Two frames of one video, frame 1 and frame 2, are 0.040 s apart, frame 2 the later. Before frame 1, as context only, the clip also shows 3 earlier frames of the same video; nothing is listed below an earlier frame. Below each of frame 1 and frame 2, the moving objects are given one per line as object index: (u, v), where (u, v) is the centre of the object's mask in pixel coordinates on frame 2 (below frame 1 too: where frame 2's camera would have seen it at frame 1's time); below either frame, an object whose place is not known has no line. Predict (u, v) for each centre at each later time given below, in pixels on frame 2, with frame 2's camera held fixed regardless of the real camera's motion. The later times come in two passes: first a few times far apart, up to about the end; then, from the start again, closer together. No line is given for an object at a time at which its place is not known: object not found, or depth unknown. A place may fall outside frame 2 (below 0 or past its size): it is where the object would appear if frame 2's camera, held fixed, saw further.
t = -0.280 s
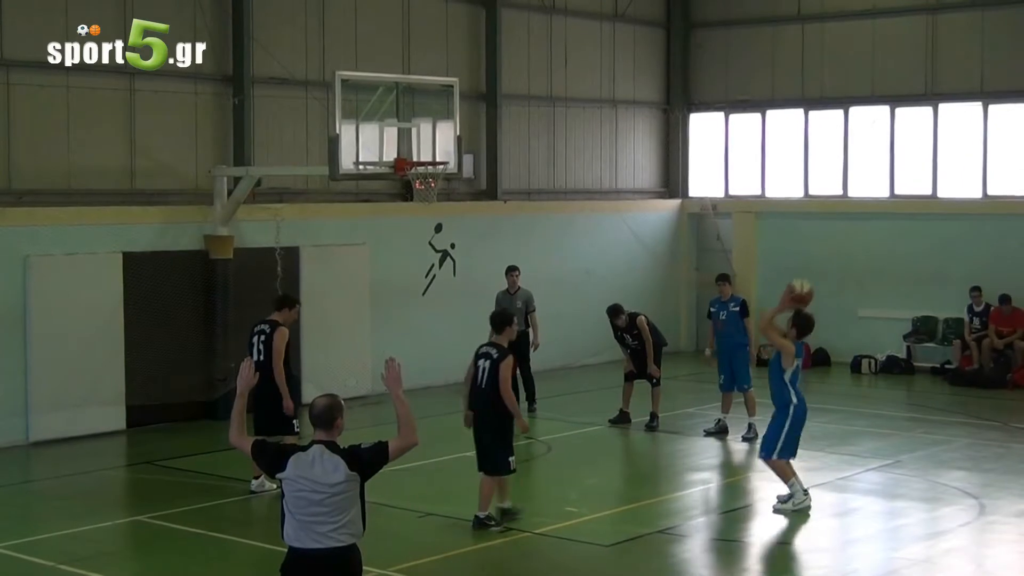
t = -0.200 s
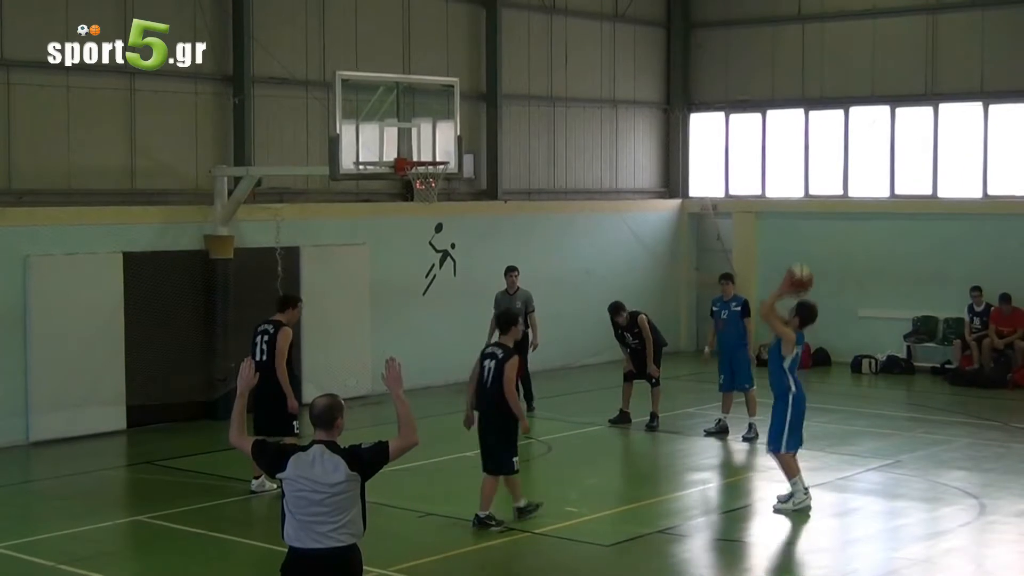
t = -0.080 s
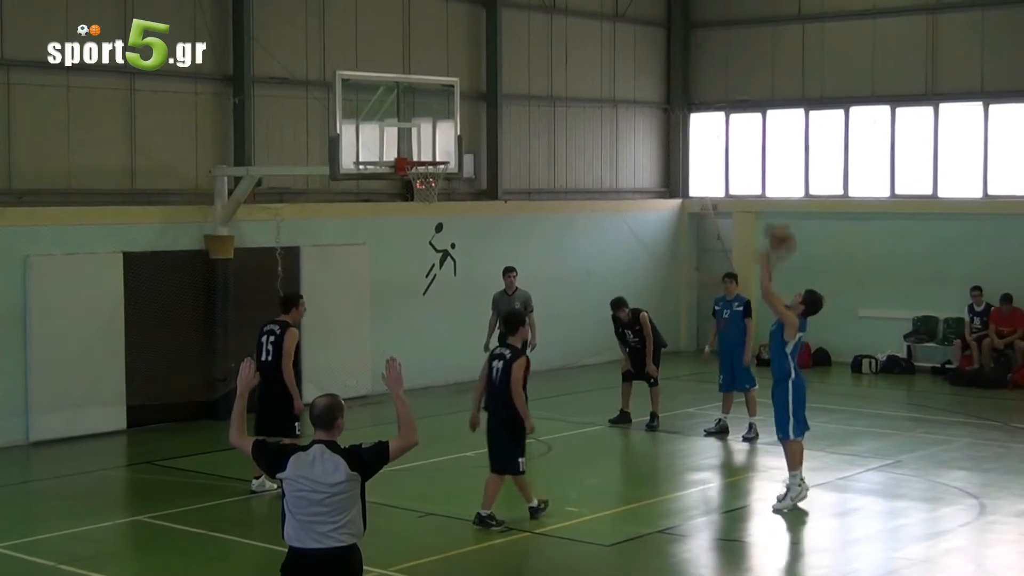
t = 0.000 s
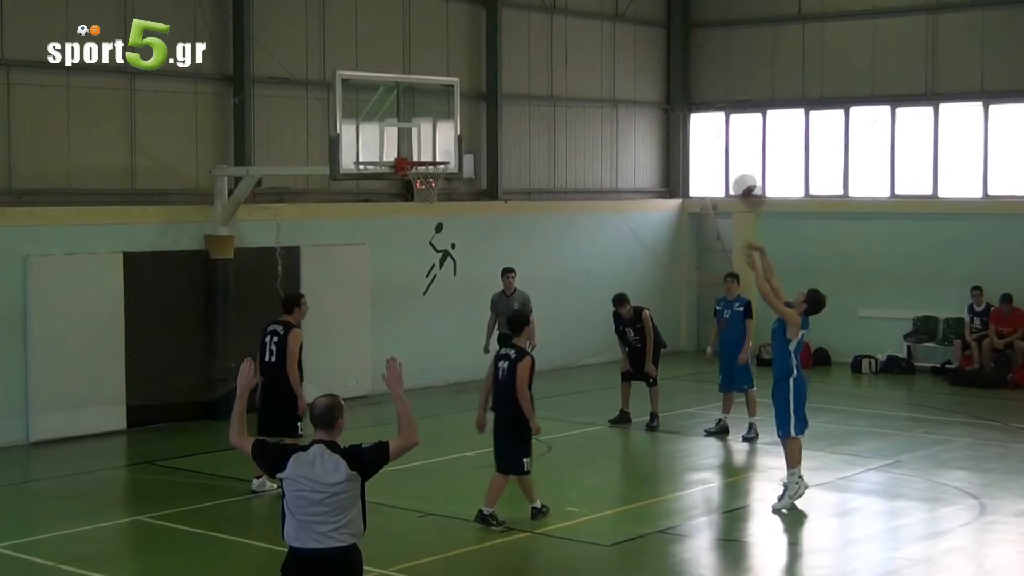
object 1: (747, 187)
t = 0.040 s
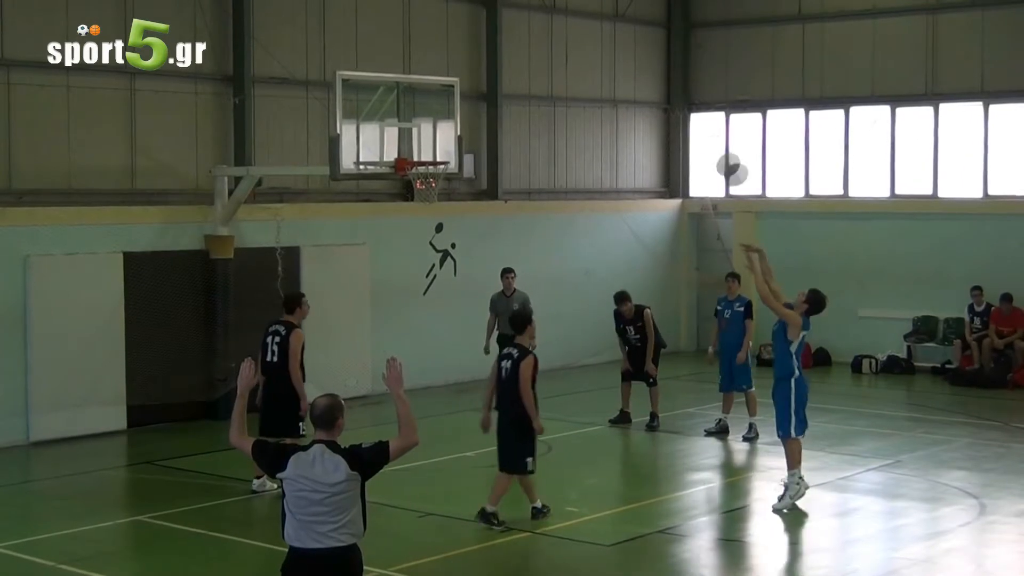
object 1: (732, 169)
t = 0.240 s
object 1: (655, 95)
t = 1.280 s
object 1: (423, 194)
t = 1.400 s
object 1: (432, 227)
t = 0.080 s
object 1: (716, 151)
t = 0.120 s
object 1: (701, 134)
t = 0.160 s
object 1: (685, 117)
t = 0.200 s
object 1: (670, 106)
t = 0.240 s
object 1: (655, 95)
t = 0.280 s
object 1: (636, 85)
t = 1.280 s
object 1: (423, 194)
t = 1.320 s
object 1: (426, 210)
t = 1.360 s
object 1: (429, 216)
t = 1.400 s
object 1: (432, 227)
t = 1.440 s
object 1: (435, 238)
